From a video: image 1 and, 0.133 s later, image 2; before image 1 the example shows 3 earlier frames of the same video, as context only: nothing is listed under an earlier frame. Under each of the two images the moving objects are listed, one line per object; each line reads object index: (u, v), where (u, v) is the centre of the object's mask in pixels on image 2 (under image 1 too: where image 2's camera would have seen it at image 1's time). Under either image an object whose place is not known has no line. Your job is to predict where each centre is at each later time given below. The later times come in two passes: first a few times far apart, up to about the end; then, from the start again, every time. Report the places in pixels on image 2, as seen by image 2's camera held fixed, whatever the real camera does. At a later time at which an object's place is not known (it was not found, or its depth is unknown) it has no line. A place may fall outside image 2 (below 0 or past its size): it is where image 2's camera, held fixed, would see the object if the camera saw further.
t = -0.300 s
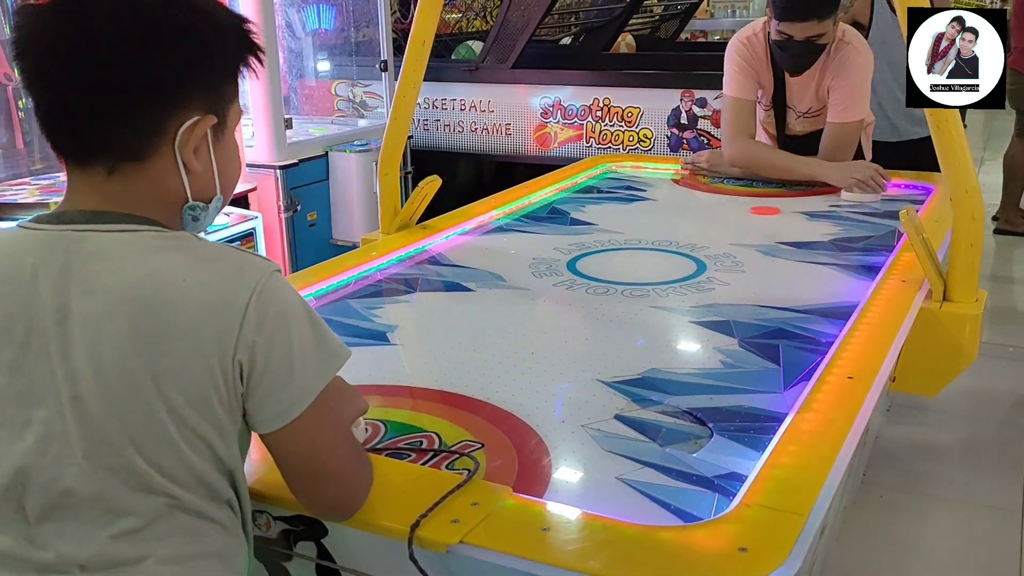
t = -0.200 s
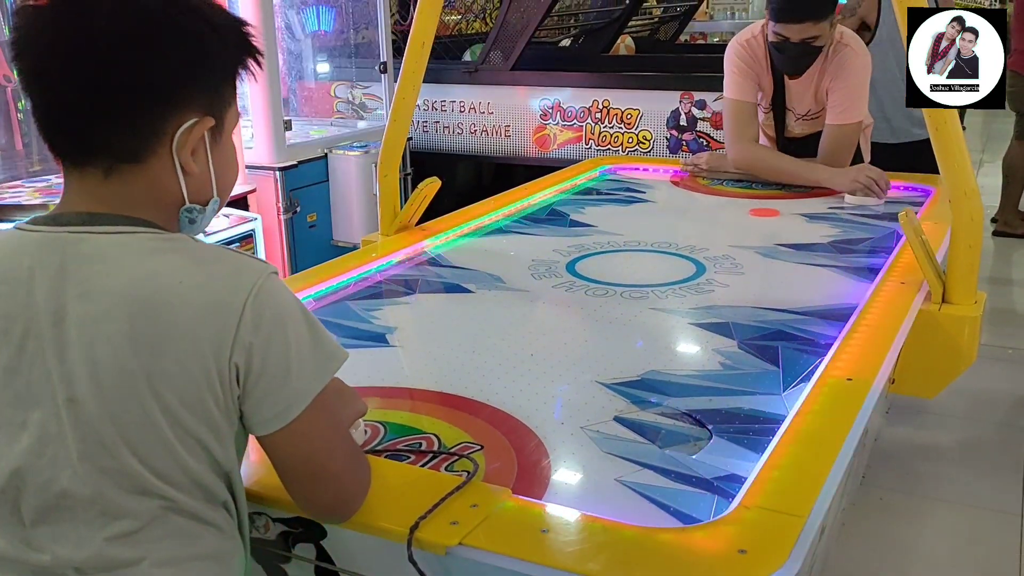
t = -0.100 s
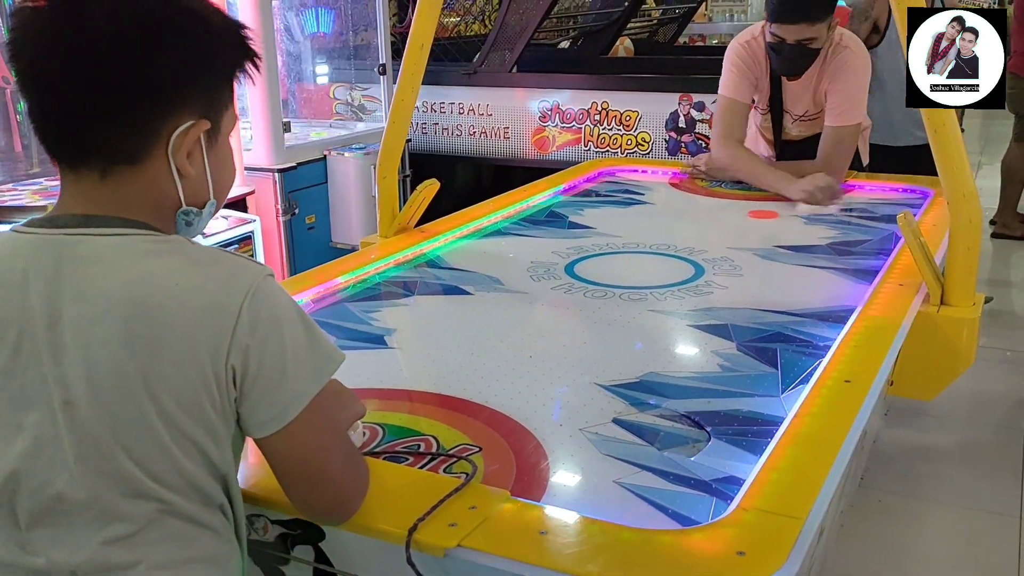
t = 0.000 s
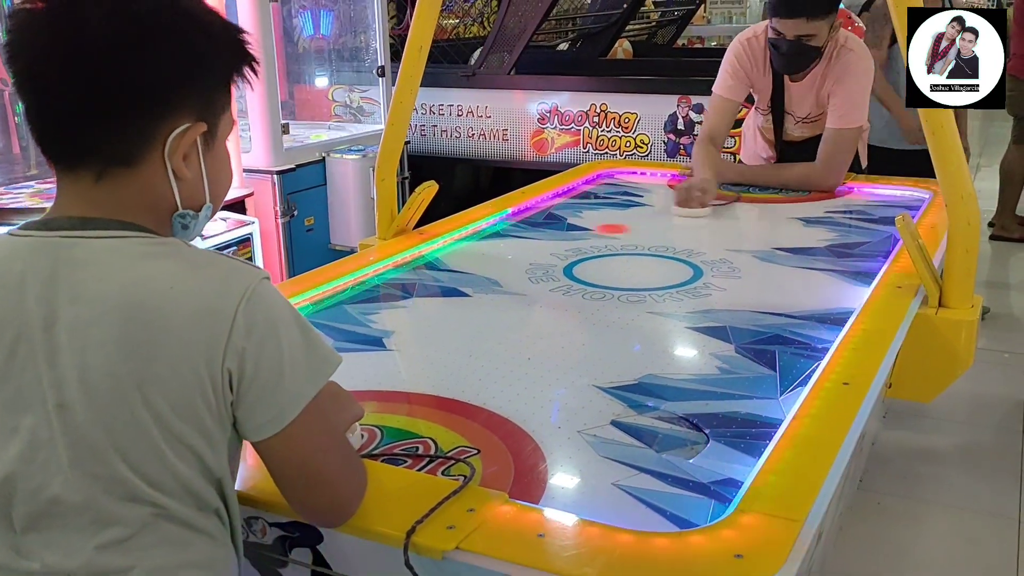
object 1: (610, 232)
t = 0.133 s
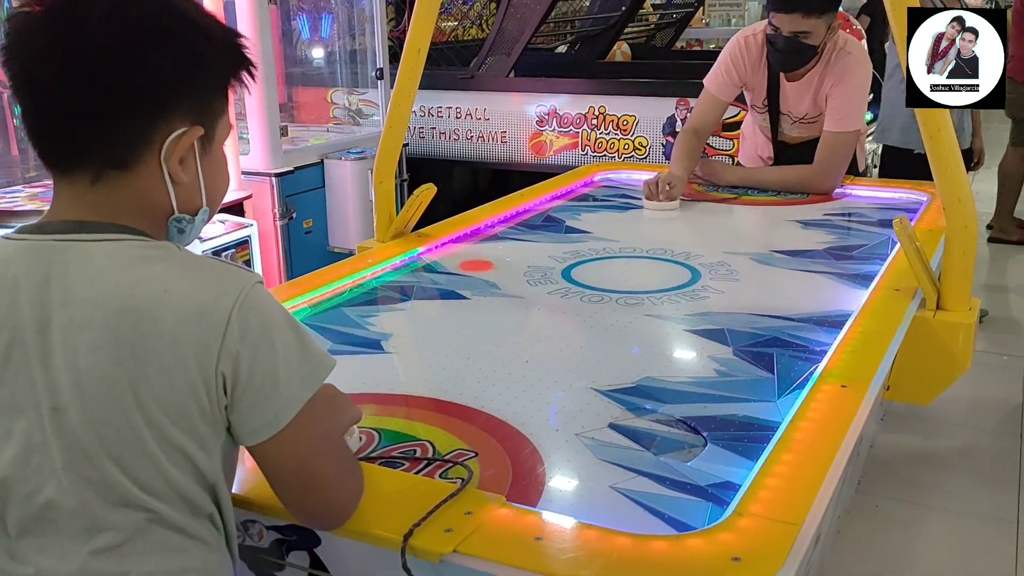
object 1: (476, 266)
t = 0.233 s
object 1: (494, 315)
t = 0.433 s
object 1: (555, 479)
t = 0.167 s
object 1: (481, 281)
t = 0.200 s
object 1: (487, 297)
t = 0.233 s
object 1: (494, 315)
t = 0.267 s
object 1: (501, 335)
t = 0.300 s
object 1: (509, 357)
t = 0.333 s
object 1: (519, 382)
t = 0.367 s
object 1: (529, 410)
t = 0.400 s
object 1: (542, 442)
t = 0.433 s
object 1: (555, 479)
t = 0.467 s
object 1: (580, 510)
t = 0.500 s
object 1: (635, 502)
